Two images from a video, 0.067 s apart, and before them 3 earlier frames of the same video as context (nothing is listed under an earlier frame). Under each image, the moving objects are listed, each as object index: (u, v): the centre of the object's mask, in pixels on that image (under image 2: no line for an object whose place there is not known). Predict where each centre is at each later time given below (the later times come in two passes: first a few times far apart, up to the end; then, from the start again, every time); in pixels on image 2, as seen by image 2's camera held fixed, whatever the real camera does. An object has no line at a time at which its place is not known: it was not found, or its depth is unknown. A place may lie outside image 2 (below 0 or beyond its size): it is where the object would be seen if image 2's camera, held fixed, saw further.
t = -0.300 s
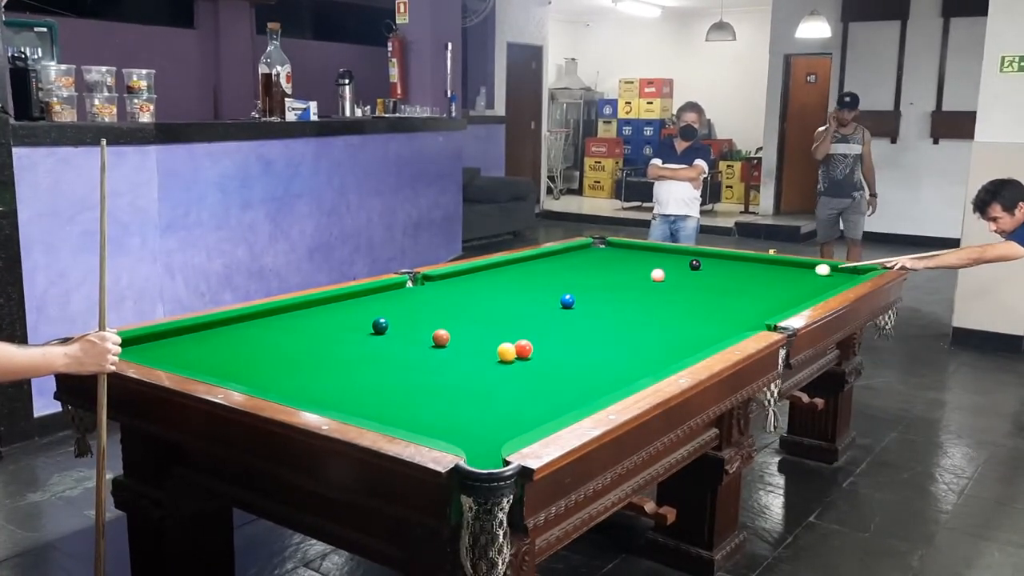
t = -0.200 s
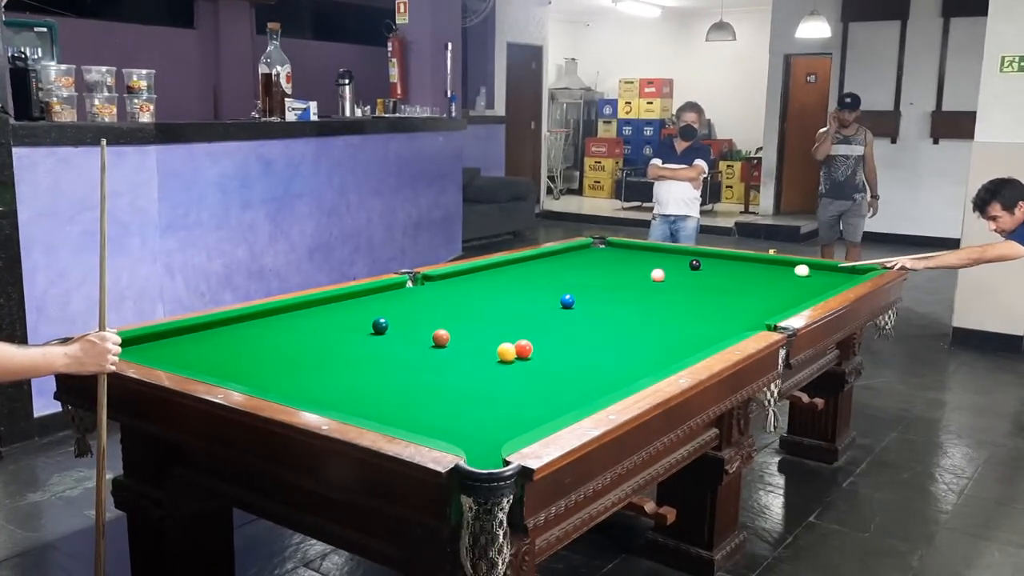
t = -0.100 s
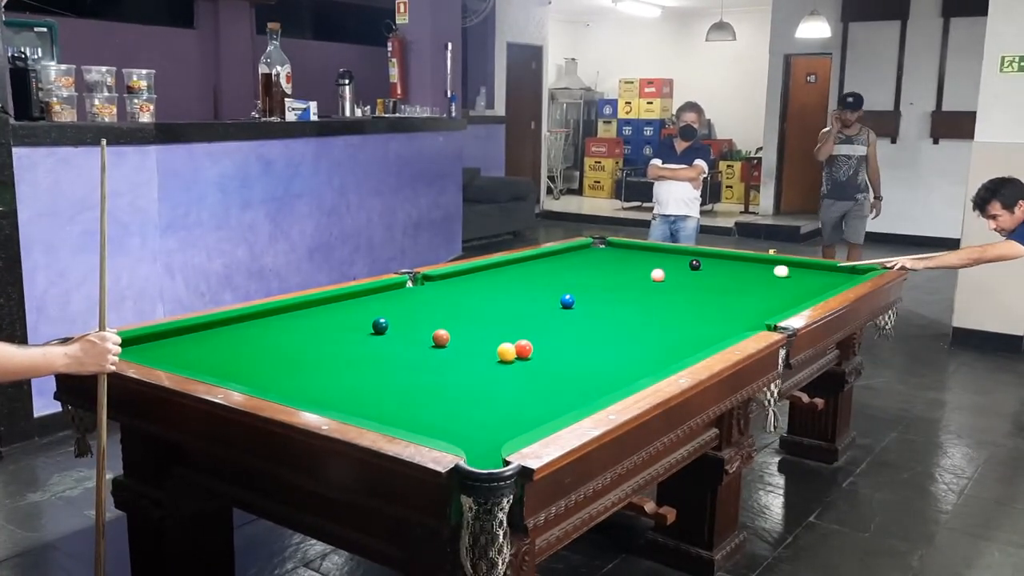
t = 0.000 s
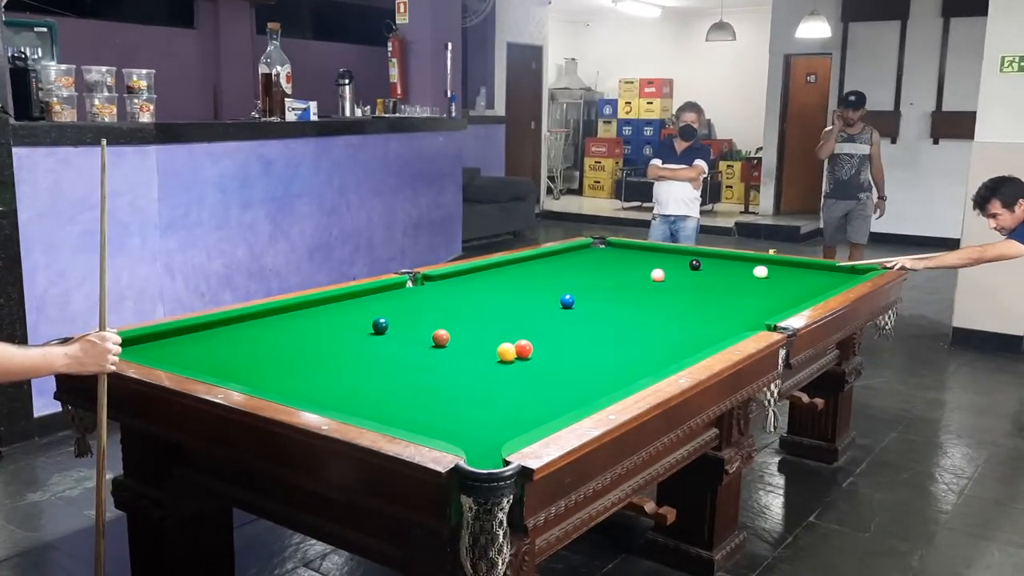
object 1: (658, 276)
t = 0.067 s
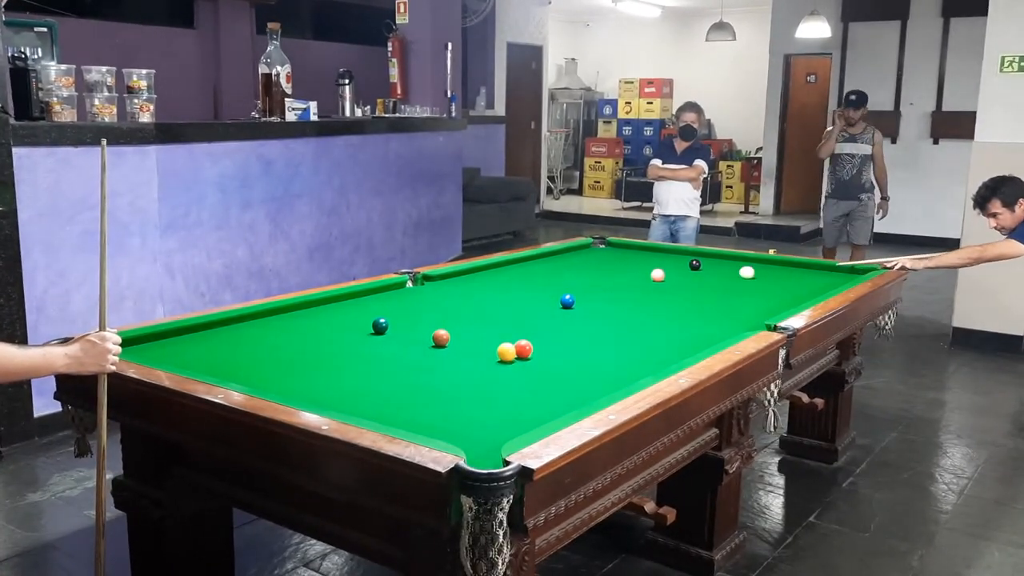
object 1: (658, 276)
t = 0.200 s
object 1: (658, 276)
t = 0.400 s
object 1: (658, 276)
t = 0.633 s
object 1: (629, 276)
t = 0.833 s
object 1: (604, 276)
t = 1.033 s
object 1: (580, 276)
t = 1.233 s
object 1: (557, 275)
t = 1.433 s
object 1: (536, 275)
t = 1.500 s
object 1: (529, 275)
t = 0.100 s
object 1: (659, 277)
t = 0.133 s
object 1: (658, 276)
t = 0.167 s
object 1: (658, 276)
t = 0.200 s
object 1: (658, 276)
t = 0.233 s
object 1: (658, 276)
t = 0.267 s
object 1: (658, 276)
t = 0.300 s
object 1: (658, 276)
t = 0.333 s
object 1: (658, 276)
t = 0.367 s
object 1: (658, 276)
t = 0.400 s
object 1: (658, 276)
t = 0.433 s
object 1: (657, 276)
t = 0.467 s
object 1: (653, 276)
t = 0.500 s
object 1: (647, 276)
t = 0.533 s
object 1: (642, 276)
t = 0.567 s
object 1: (638, 276)
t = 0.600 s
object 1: (634, 276)
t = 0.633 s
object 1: (629, 276)
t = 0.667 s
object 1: (625, 276)
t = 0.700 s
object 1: (621, 276)
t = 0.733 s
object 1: (616, 276)
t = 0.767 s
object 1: (612, 276)
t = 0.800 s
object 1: (608, 276)
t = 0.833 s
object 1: (604, 276)
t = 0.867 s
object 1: (600, 276)
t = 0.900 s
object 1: (596, 275)
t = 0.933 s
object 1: (592, 275)
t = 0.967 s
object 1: (588, 275)
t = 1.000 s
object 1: (584, 275)
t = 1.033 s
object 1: (580, 276)
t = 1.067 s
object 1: (576, 275)
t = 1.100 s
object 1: (572, 275)
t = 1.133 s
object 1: (568, 275)
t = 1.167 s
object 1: (565, 275)
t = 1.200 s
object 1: (561, 275)
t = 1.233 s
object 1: (557, 275)
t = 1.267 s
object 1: (554, 275)
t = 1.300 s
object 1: (550, 275)
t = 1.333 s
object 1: (546, 275)
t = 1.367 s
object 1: (543, 275)
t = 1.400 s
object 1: (539, 275)
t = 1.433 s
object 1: (536, 275)
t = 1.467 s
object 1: (532, 275)
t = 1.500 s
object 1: (529, 275)
